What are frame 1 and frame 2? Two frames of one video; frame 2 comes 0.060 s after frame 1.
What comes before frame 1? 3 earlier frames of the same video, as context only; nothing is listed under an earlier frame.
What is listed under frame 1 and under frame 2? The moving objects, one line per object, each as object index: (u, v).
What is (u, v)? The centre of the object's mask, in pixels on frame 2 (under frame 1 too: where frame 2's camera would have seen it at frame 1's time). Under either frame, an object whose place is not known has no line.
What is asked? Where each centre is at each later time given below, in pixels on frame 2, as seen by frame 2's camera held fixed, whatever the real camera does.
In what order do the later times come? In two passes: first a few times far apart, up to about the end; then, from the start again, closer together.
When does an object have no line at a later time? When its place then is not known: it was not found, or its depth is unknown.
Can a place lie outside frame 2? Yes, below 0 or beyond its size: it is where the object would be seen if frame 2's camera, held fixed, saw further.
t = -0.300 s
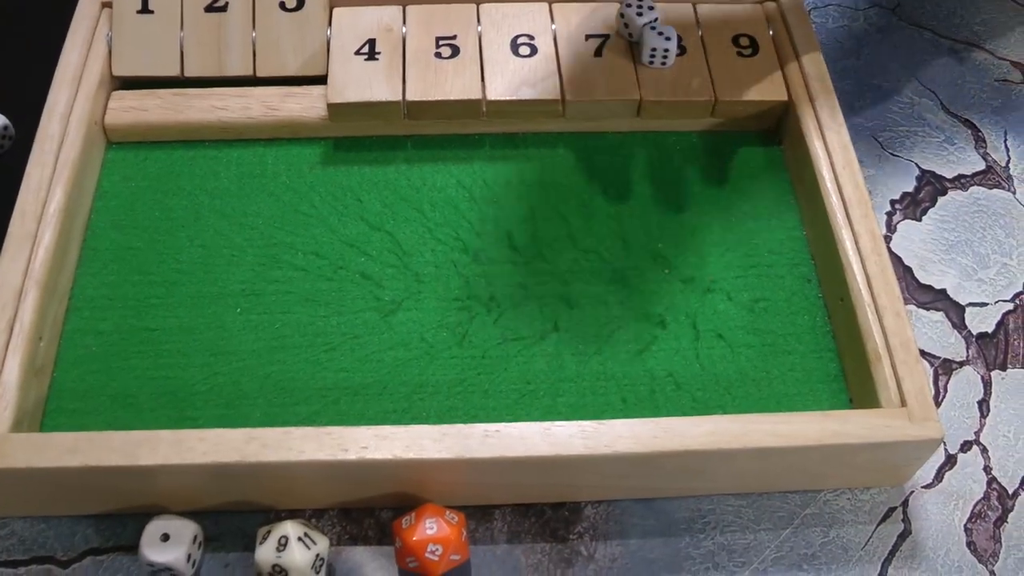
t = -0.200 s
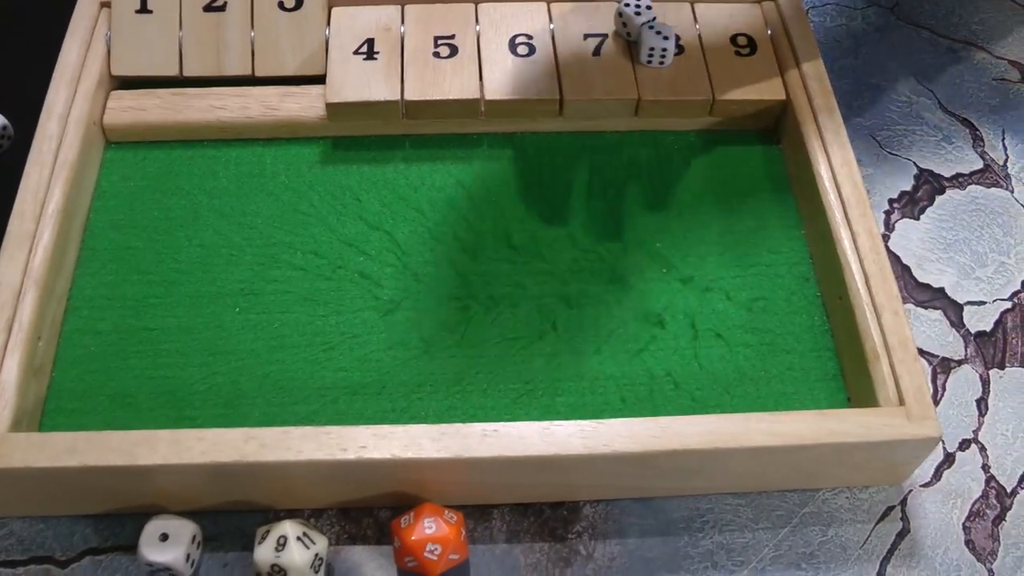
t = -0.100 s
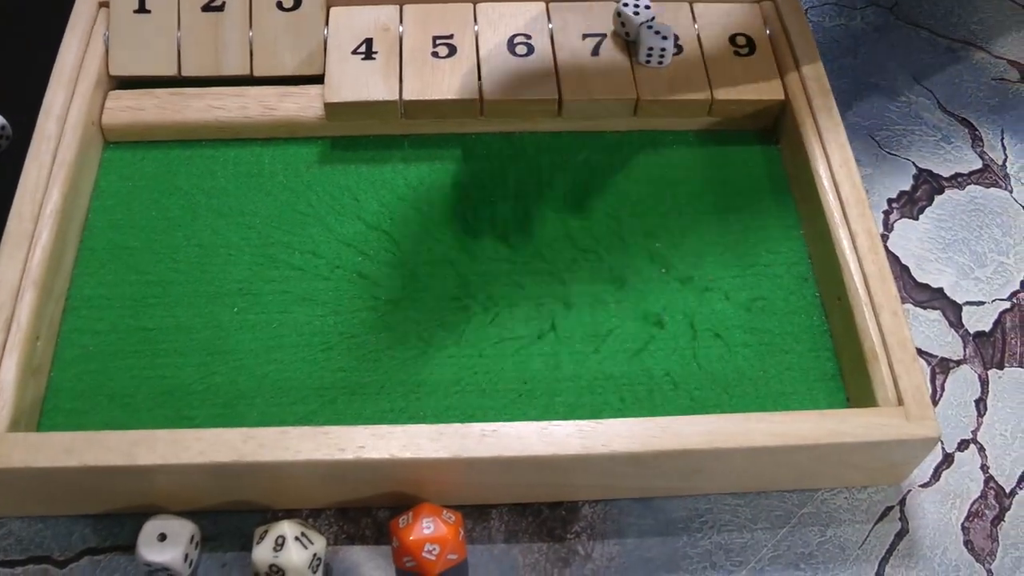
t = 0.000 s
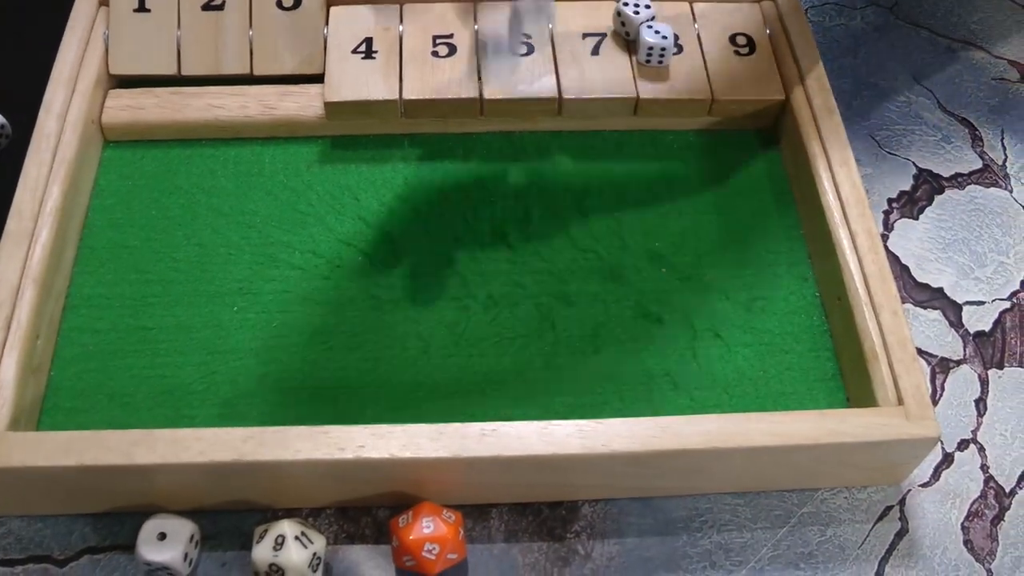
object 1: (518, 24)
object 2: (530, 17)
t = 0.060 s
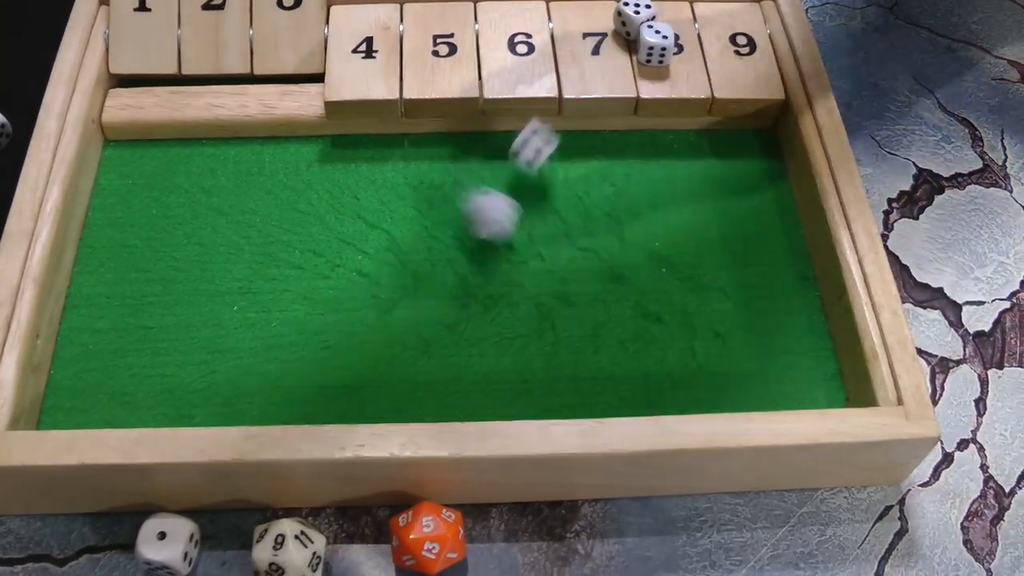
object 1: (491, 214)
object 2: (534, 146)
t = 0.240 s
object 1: (726, 393)
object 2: (615, 227)
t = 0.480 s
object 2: (780, 297)
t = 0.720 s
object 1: (802, 350)
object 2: (805, 302)
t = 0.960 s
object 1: (802, 350)
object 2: (805, 302)
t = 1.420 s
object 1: (802, 350)
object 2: (805, 302)
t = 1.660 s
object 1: (802, 351)
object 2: (805, 303)
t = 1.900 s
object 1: (802, 351)
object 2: (805, 302)
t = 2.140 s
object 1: (801, 350)
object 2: (804, 302)
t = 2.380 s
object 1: (802, 350)
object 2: (805, 302)
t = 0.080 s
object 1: (514, 227)
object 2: (542, 130)
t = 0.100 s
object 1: (538, 247)
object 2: (549, 121)
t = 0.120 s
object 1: (557, 276)
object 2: (557, 119)
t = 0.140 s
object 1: (585, 300)
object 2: (566, 129)
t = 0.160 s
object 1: (612, 324)
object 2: (572, 142)
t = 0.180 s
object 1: (643, 348)
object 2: (578, 169)
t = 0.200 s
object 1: (671, 361)
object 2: (582, 205)
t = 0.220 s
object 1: (703, 381)
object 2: (596, 217)
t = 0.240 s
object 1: (726, 393)
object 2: (615, 227)
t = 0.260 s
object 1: (755, 388)
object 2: (632, 240)
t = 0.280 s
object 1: (771, 380)
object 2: (651, 246)
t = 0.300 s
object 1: (787, 372)
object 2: (672, 251)
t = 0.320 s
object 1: (802, 365)
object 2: (689, 255)
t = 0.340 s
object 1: (811, 362)
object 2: (704, 261)
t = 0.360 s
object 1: (821, 356)
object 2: (721, 267)
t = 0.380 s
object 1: (820, 353)
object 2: (733, 272)
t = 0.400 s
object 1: (811, 349)
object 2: (744, 277)
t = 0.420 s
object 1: (801, 344)
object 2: (755, 285)
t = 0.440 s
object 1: (795, 342)
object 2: (767, 290)
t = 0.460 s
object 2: (773, 293)
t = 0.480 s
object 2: (780, 297)
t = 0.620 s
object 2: (805, 302)
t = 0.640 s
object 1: (802, 350)
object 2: (805, 302)
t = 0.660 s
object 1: (802, 350)
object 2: (805, 302)
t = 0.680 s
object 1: (802, 350)
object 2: (805, 302)
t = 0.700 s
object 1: (802, 350)
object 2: (805, 302)
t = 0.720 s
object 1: (802, 350)
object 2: (805, 302)
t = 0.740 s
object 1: (802, 350)
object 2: (805, 302)
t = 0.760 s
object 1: (802, 350)
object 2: (805, 302)
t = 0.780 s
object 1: (802, 350)
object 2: (805, 302)
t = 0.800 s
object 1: (802, 350)
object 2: (805, 302)
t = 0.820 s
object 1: (802, 350)
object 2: (805, 302)
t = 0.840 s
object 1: (802, 350)
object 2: (805, 302)
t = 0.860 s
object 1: (802, 350)
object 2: (805, 302)
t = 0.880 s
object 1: (802, 351)
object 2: (805, 302)
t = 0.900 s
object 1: (802, 350)
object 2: (805, 302)
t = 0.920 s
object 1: (802, 350)
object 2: (805, 302)
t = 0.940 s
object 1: (802, 350)
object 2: (805, 302)
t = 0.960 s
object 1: (802, 350)
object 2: (805, 302)
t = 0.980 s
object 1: (802, 350)
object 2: (805, 302)
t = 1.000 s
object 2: (805, 302)
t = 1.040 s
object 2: (805, 302)
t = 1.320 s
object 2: (805, 302)
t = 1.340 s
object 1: (802, 350)
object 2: (805, 302)
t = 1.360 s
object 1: (802, 350)
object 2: (805, 302)
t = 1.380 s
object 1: (802, 350)
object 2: (805, 302)
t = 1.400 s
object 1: (802, 350)
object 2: (805, 302)
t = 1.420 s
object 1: (802, 350)
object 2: (805, 302)
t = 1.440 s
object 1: (802, 351)
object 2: (805, 302)
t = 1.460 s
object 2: (805, 302)
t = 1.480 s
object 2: (805, 302)
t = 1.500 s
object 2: (805, 302)
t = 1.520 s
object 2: (805, 302)
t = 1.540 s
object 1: (802, 350)
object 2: (805, 302)
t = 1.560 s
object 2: (805, 302)
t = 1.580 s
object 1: (802, 350)
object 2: (805, 302)
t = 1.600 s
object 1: (802, 351)
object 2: (805, 302)
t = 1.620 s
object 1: (802, 351)
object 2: (805, 302)
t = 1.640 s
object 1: (802, 351)
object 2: (805, 302)
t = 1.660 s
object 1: (802, 351)
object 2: (805, 303)
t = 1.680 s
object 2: (805, 303)
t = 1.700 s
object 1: (802, 351)
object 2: (805, 303)
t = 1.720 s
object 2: (804, 303)
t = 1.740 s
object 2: (805, 303)
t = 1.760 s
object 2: (804, 303)
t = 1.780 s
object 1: (802, 351)
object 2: (805, 302)
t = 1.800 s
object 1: (801, 351)
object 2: (804, 302)
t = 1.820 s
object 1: (802, 351)
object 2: (805, 302)
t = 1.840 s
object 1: (802, 351)
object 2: (805, 302)
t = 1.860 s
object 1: (802, 351)
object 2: (805, 302)
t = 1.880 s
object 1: (802, 351)
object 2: (805, 302)
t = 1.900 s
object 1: (802, 351)
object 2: (805, 302)
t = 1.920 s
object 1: (802, 351)
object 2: (805, 302)
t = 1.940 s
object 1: (802, 351)
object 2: (805, 302)
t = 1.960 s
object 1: (802, 351)
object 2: (805, 302)
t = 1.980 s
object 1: (802, 351)
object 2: (805, 302)
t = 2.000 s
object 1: (802, 351)
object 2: (805, 302)
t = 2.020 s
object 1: (802, 351)
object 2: (805, 302)
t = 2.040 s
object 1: (802, 351)
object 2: (805, 303)
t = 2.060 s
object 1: (802, 350)
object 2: (804, 302)
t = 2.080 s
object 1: (802, 350)
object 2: (804, 302)
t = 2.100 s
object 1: (801, 350)
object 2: (804, 302)
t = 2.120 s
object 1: (801, 350)
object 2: (804, 302)
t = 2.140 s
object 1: (801, 350)
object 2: (804, 302)
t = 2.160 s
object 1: (801, 350)
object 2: (804, 302)
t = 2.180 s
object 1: (801, 350)
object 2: (804, 302)
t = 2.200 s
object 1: (801, 350)
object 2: (804, 302)
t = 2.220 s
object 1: (802, 350)
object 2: (805, 302)
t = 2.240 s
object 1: (802, 350)
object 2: (805, 302)
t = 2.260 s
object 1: (802, 350)
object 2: (805, 302)
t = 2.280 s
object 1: (802, 350)
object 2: (805, 302)
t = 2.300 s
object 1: (802, 350)
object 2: (805, 302)
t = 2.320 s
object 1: (802, 351)
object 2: (805, 302)
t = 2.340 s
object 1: (802, 351)
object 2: (805, 302)
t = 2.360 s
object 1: (802, 350)
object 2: (805, 302)
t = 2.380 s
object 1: (802, 350)
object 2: (805, 302)
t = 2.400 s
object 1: (802, 350)
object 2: (805, 302)
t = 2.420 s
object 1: (802, 350)
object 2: (805, 302)
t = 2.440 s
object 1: (802, 350)
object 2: (805, 302)
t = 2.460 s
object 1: (802, 350)
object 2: (805, 302)
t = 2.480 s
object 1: (802, 350)
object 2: (805, 302)
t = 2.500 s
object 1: (802, 350)
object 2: (805, 302)
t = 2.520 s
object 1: (802, 350)
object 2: (805, 302)
